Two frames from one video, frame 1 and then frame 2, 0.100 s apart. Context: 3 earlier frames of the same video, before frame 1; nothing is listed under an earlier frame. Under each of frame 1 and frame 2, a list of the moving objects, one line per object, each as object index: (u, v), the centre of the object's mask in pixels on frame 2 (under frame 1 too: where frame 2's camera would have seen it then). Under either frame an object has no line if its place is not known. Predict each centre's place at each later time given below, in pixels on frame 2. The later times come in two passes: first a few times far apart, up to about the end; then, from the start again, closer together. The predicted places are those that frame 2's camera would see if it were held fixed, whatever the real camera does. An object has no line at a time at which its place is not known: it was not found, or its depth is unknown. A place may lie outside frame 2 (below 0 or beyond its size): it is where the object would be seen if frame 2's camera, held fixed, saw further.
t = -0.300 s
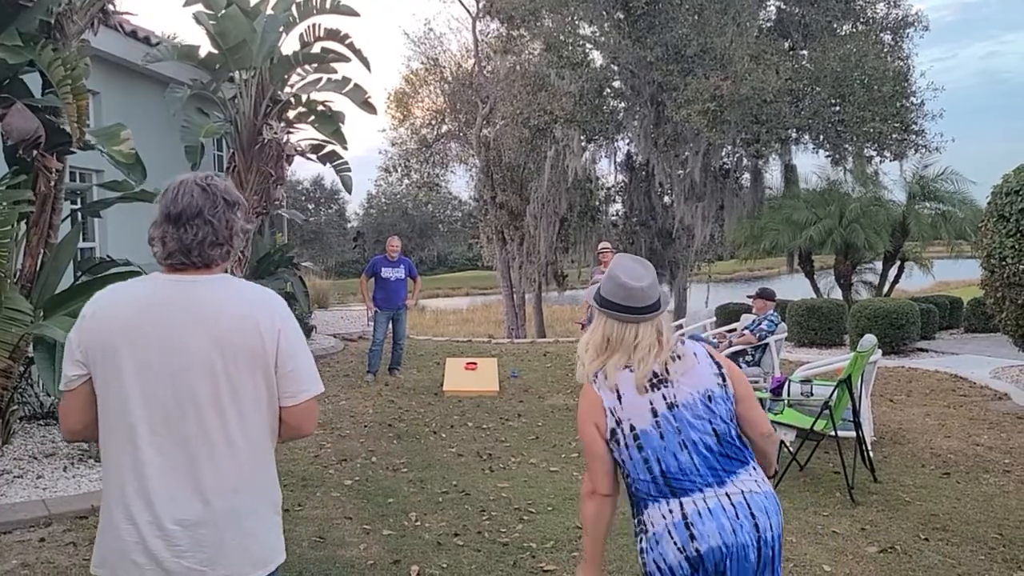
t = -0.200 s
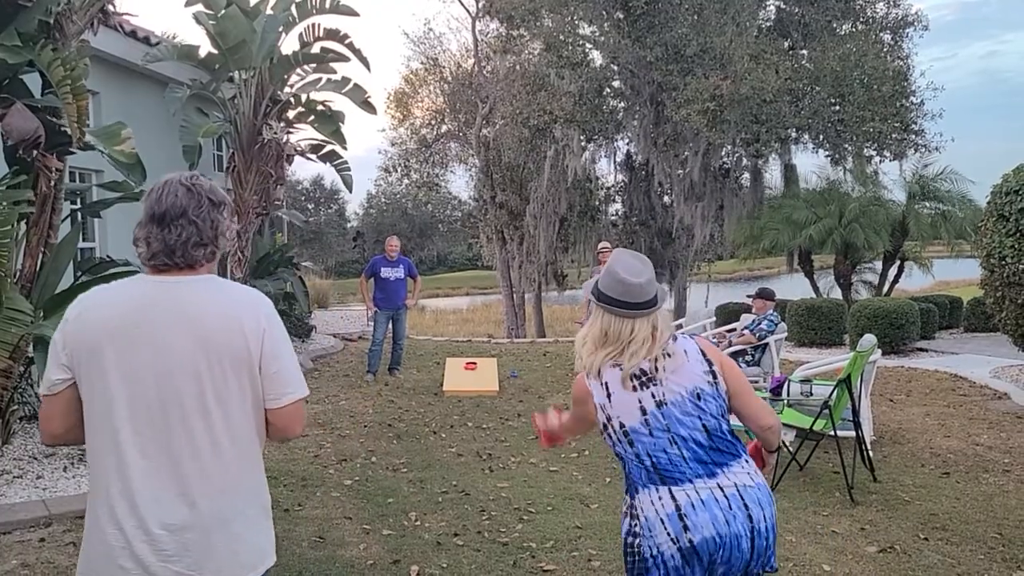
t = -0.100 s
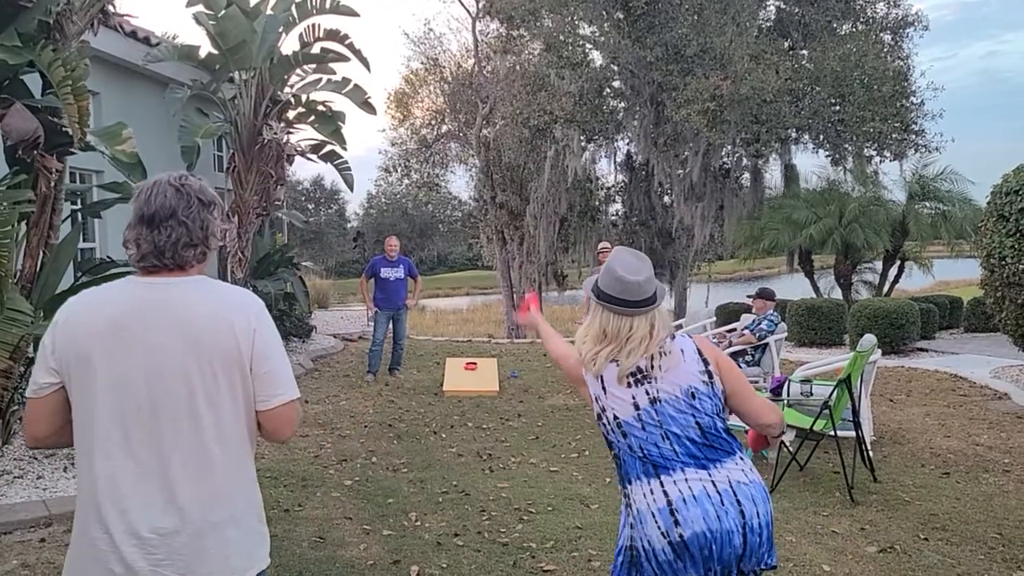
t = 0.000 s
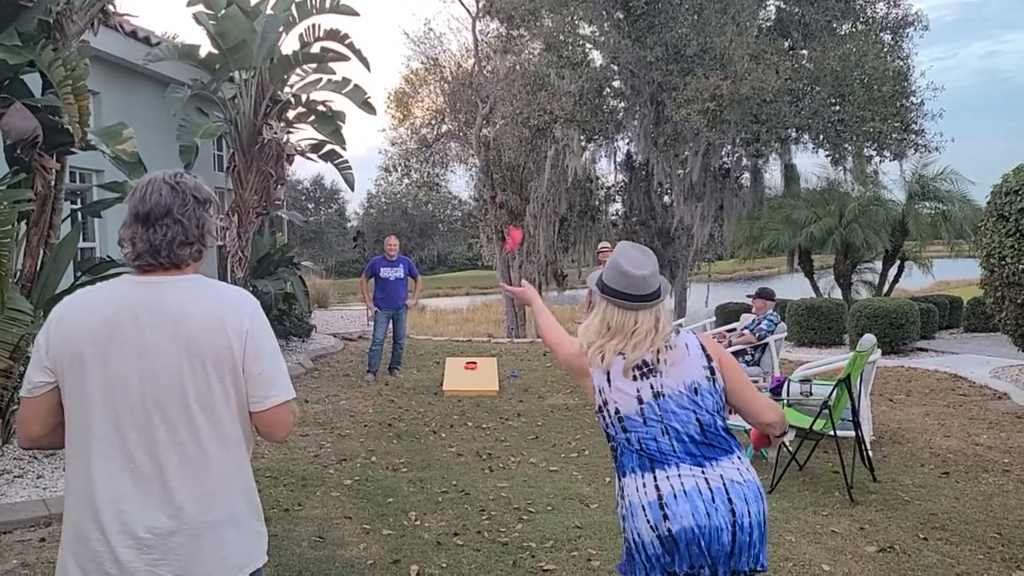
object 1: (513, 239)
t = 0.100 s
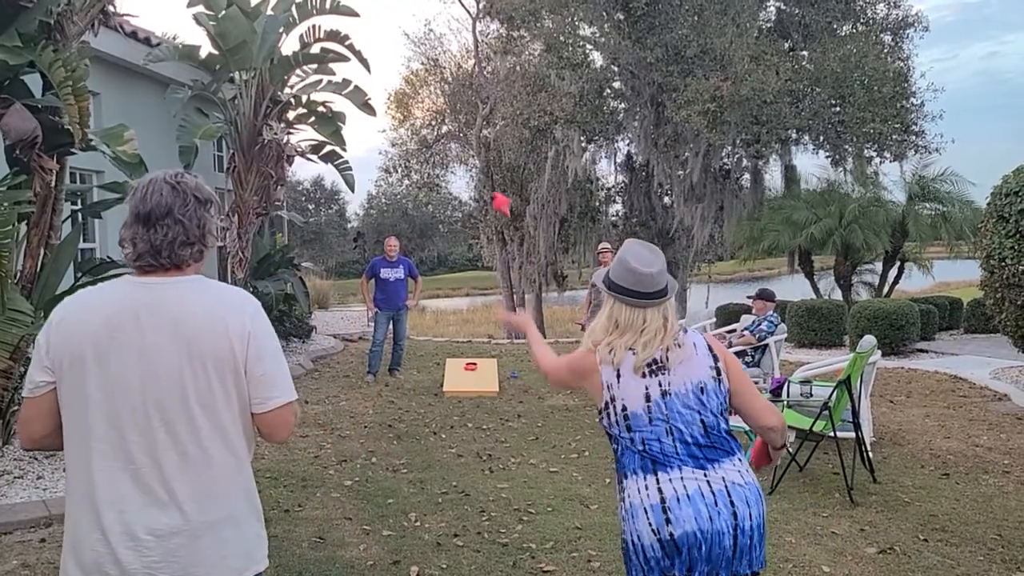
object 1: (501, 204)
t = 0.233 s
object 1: (491, 187)
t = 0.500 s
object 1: (479, 226)
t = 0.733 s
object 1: (469, 304)
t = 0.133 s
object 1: (497, 196)
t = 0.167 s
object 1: (496, 192)
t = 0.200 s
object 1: (493, 188)
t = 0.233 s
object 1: (491, 187)
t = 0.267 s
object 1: (489, 188)
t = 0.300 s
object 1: (488, 191)
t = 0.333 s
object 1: (486, 192)
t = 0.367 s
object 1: (485, 196)
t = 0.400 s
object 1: (484, 202)
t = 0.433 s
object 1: (482, 209)
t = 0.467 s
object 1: (480, 218)
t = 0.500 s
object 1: (479, 226)
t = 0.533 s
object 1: (477, 235)
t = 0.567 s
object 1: (476, 244)
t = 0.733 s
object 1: (469, 304)
